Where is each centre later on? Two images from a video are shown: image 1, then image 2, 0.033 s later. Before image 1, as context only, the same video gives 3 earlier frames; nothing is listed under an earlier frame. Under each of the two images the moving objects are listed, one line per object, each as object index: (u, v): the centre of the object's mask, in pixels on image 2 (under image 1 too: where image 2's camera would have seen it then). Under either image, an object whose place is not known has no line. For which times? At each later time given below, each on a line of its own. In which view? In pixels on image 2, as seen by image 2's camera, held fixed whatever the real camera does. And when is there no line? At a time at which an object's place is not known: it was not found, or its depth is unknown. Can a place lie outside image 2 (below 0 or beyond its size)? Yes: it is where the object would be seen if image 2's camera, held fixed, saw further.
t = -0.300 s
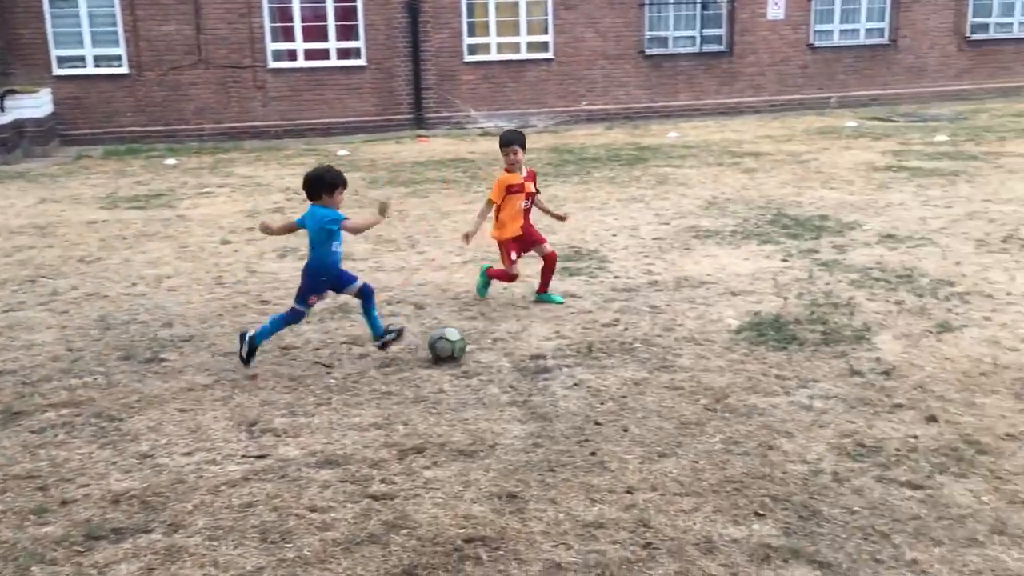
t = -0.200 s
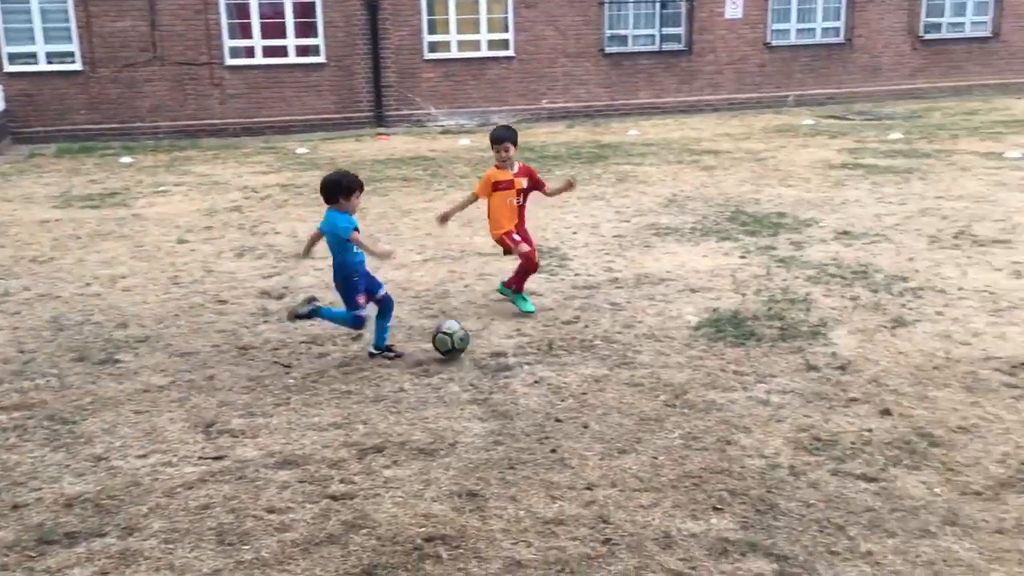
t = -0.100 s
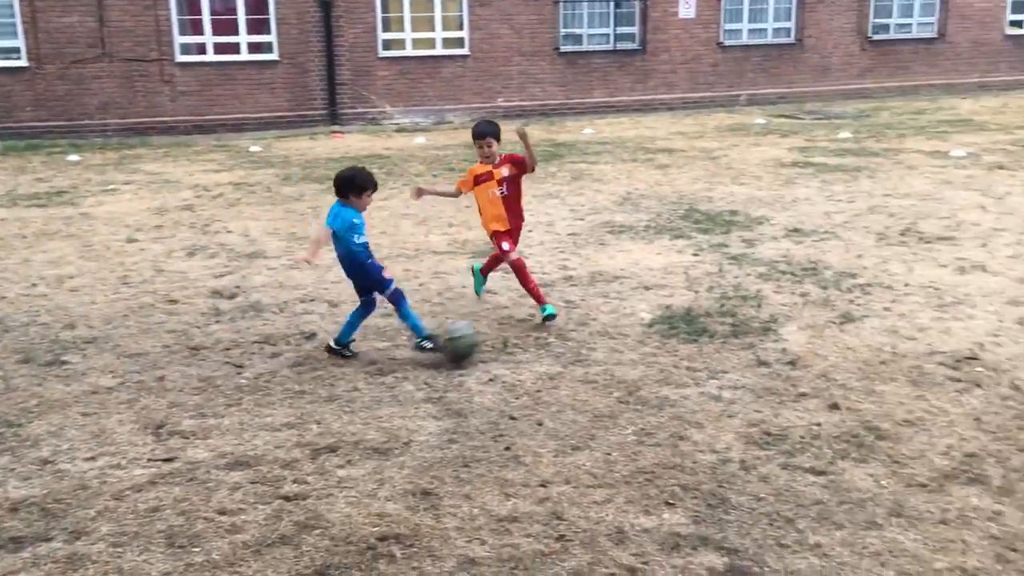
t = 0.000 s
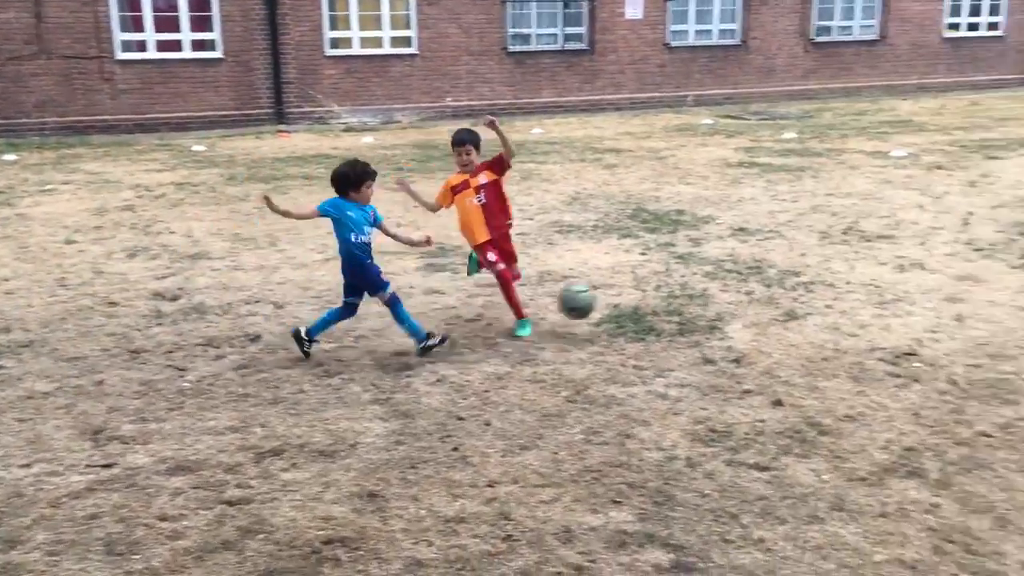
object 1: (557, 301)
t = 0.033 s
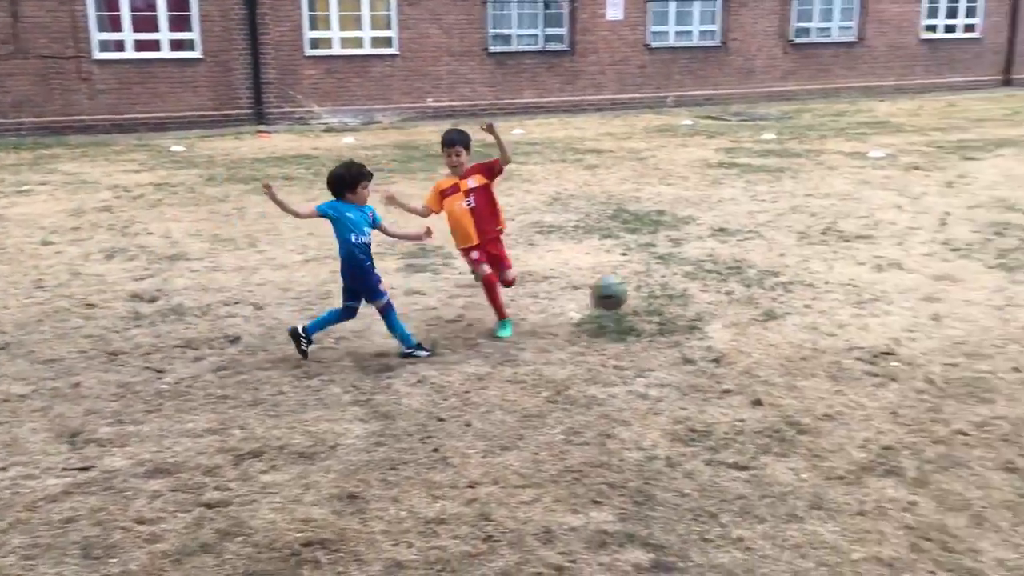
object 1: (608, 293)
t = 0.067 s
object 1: (658, 286)
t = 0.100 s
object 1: (705, 282)
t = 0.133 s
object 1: (751, 279)
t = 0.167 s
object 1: (795, 278)
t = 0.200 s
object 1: (836, 280)
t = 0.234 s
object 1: (876, 283)
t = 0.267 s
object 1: (906, 269)
